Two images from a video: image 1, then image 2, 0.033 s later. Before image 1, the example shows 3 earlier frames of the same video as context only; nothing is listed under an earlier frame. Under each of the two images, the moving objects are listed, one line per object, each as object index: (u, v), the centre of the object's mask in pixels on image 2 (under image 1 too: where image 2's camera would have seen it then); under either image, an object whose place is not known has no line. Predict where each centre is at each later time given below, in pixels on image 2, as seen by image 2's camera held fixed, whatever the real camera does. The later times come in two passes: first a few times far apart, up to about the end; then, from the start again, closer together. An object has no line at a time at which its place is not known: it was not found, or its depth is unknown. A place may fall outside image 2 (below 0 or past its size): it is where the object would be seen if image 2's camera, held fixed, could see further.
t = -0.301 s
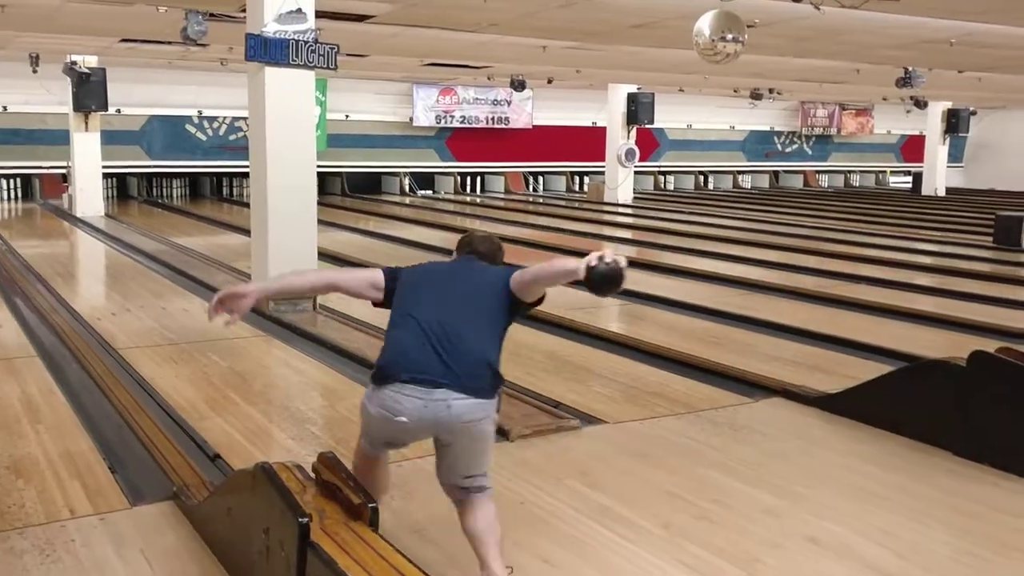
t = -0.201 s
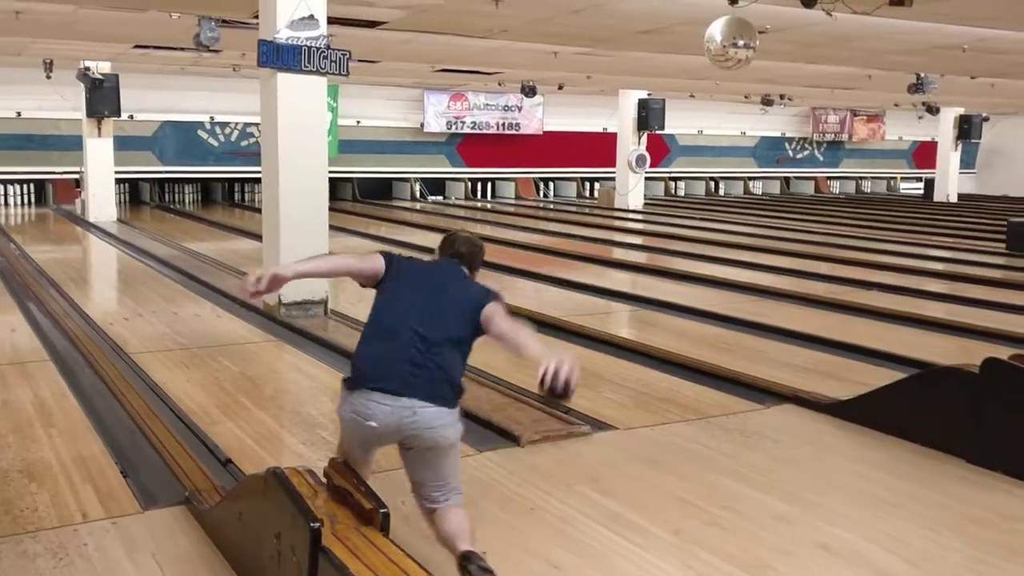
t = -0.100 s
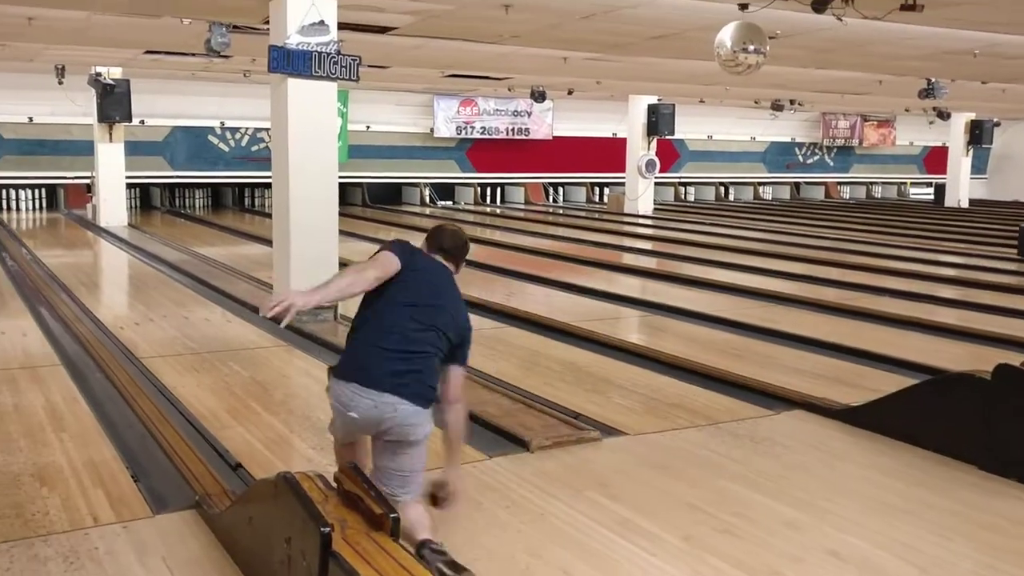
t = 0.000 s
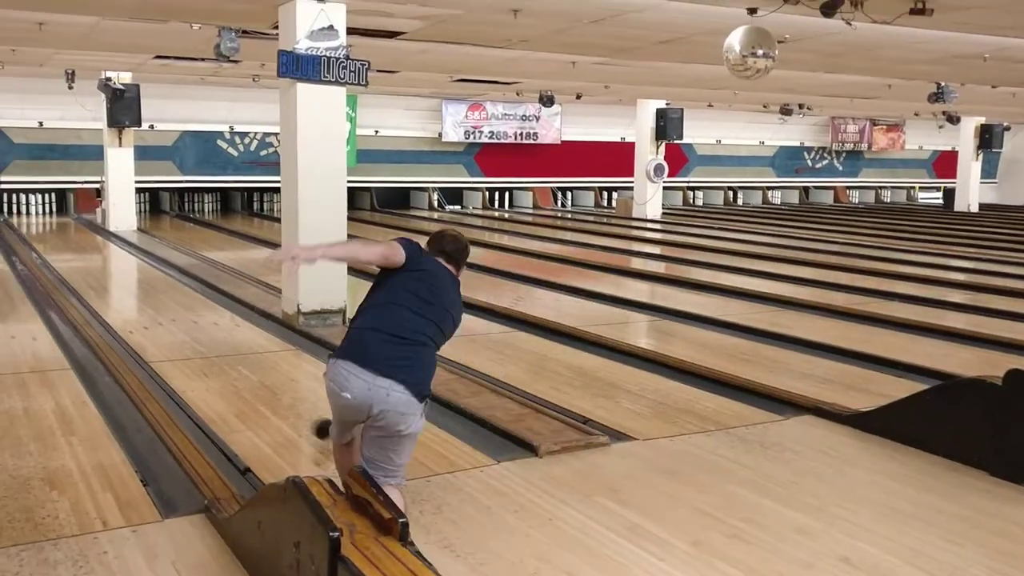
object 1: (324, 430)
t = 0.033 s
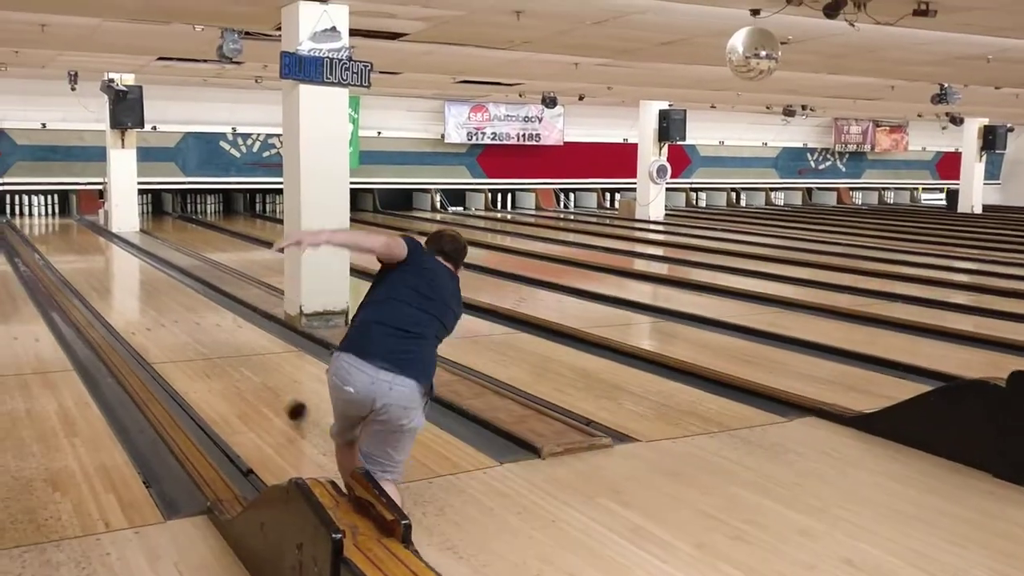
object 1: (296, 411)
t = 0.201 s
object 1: (195, 340)
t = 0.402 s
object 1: (127, 294)
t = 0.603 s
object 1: (87, 265)
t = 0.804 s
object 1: (60, 245)
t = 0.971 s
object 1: (43, 233)
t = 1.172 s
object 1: (28, 224)
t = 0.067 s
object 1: (270, 390)
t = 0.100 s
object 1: (248, 373)
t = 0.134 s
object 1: (228, 360)
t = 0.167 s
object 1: (210, 350)
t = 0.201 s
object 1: (195, 340)
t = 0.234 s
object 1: (180, 330)
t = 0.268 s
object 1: (168, 322)
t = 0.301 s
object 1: (156, 314)
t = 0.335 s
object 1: (146, 307)
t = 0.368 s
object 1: (136, 300)
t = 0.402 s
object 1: (127, 294)
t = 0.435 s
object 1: (119, 288)
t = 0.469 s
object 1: (112, 282)
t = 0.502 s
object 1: (105, 277)
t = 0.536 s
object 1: (98, 273)
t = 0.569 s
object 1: (92, 269)
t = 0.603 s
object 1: (87, 265)
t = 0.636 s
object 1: (82, 261)
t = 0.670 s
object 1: (77, 257)
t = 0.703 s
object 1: (72, 254)
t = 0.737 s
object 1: (68, 252)
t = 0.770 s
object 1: (64, 249)
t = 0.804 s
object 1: (60, 245)
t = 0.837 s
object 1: (56, 242)
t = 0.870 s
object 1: (52, 240)
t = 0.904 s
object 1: (49, 238)
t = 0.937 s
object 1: (46, 236)
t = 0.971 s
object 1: (43, 233)
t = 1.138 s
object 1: (30, 225)
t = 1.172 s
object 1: (28, 224)
